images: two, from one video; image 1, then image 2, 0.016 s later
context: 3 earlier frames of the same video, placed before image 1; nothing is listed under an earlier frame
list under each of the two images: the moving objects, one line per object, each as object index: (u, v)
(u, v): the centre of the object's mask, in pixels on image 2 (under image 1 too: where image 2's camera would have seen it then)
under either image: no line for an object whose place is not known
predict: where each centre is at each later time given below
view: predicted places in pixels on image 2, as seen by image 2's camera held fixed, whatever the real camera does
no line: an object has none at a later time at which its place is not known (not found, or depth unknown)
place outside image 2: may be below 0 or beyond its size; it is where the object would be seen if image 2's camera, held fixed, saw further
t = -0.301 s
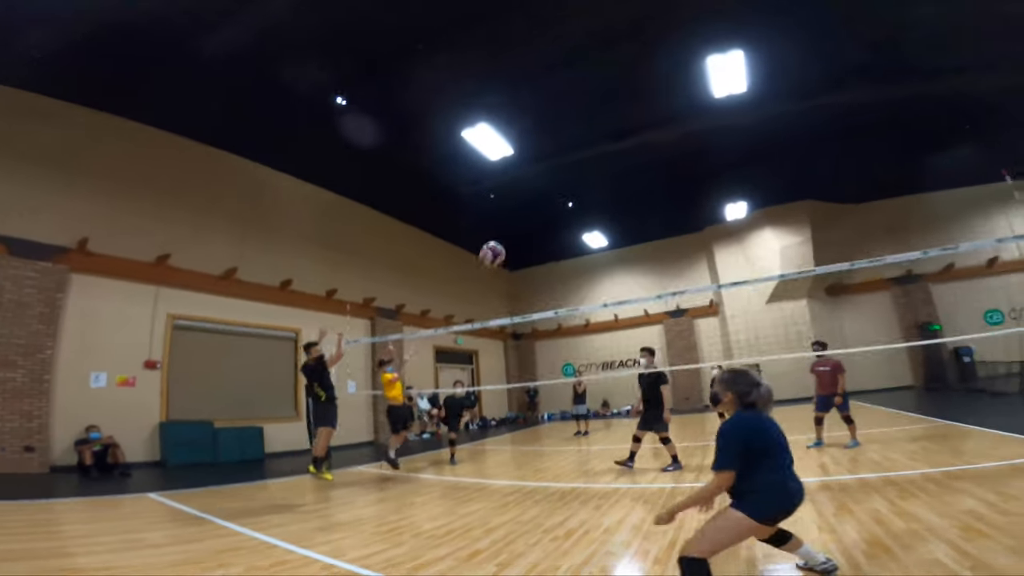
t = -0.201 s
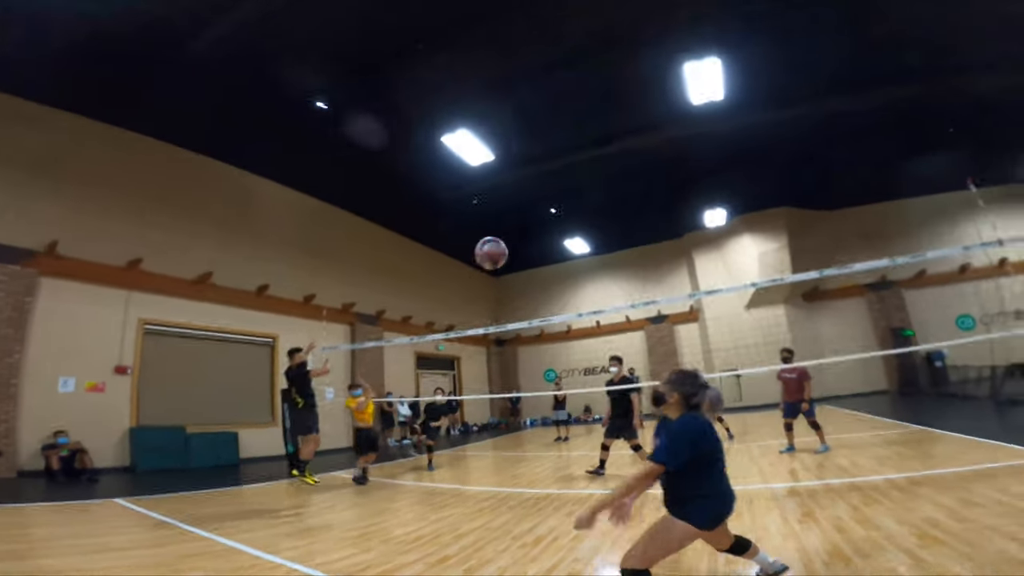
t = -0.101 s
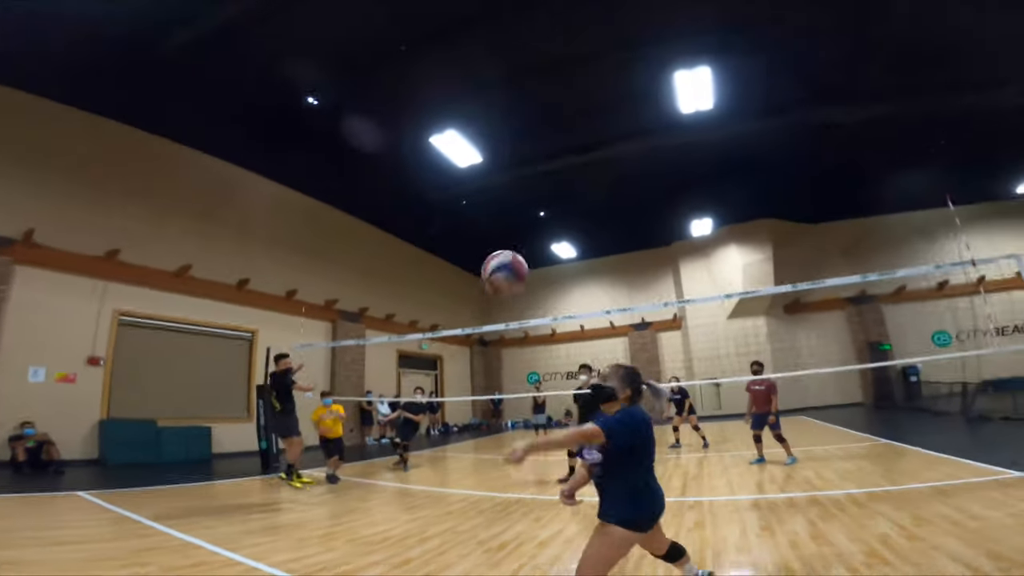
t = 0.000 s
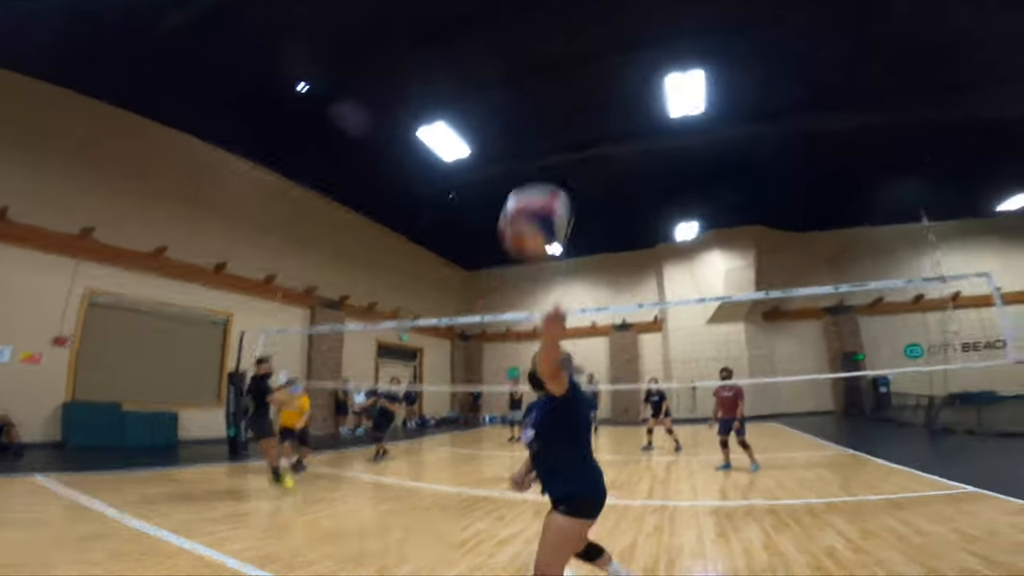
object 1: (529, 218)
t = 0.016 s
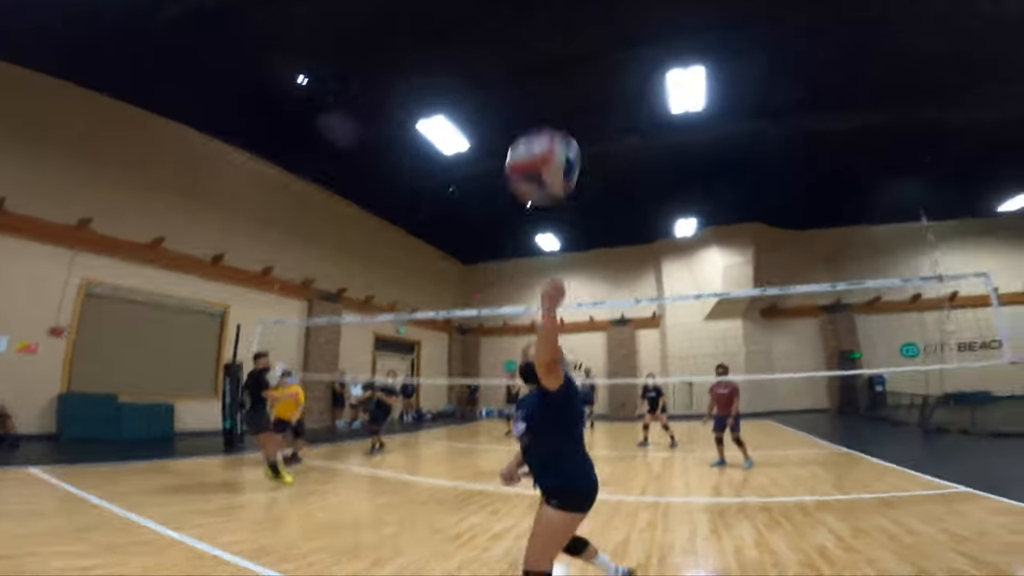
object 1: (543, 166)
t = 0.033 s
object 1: (556, 117)
